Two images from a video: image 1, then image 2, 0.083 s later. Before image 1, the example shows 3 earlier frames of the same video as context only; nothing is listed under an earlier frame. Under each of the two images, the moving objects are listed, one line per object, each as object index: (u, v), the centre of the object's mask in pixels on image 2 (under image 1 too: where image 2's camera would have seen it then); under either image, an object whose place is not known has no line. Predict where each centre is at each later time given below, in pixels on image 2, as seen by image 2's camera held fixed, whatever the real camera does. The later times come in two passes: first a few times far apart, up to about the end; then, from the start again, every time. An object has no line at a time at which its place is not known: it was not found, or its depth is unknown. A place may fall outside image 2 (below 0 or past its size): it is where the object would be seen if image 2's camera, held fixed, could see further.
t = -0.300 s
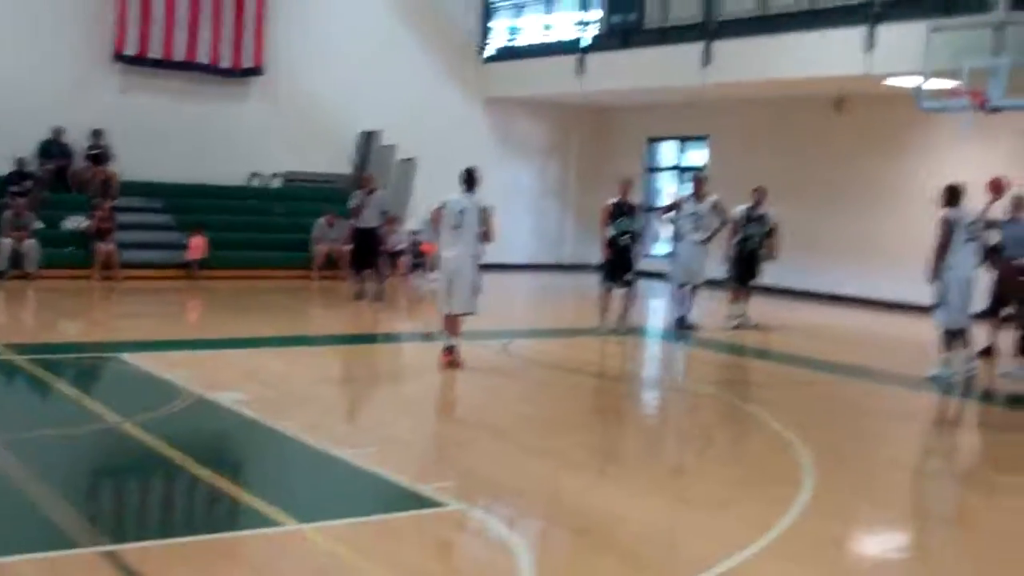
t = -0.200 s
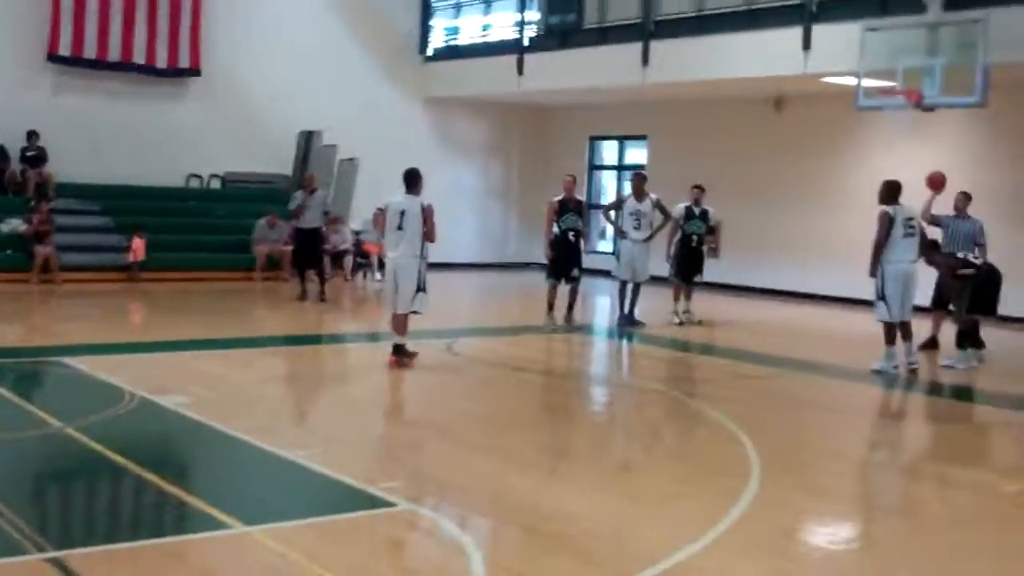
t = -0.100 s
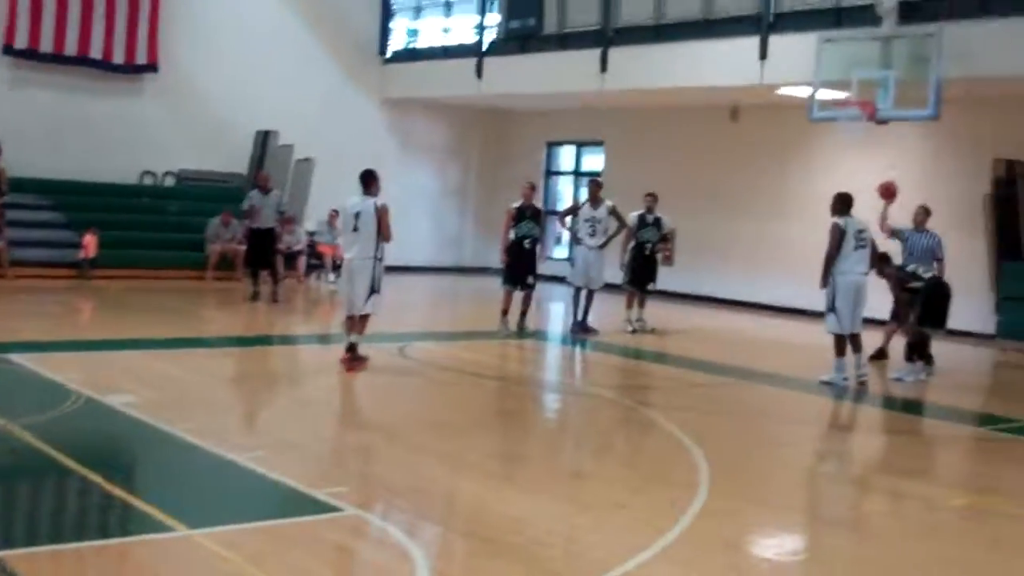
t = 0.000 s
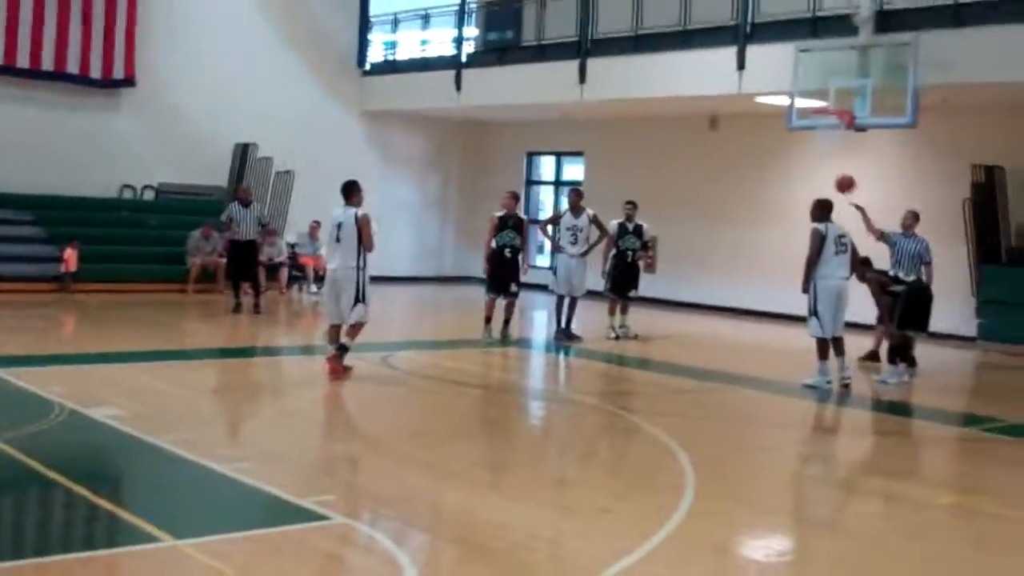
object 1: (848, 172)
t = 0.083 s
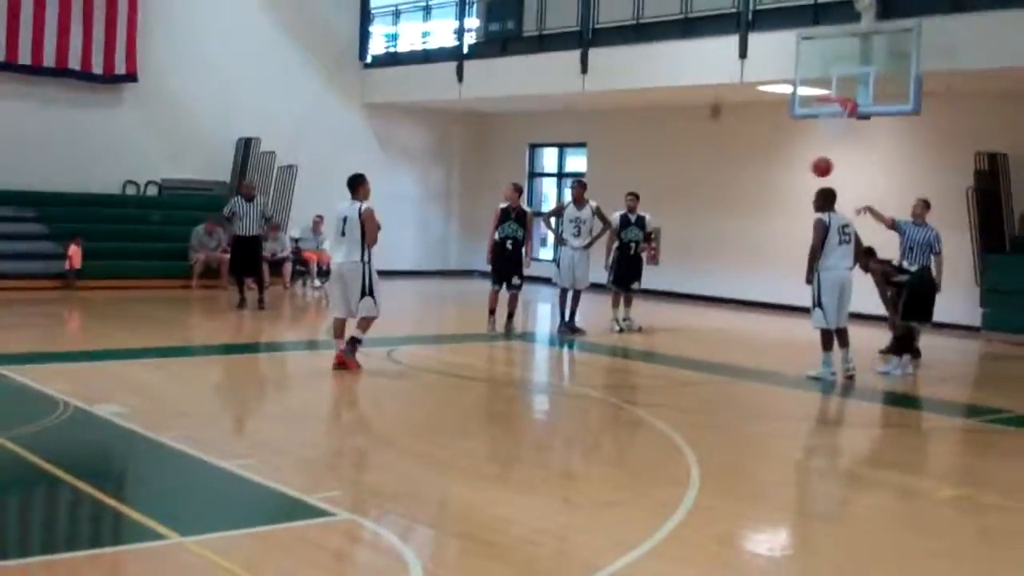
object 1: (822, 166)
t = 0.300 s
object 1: (747, 180)
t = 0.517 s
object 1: (670, 235)
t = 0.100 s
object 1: (816, 165)
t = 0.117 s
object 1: (811, 166)
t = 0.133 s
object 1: (805, 165)
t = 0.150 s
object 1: (799, 166)
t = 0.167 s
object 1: (794, 167)
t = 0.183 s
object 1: (788, 168)
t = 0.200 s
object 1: (782, 169)
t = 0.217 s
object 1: (777, 170)
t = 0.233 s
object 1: (771, 171)
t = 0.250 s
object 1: (764, 173)
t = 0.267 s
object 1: (758, 174)
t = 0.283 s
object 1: (752, 177)
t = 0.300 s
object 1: (747, 180)
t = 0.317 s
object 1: (741, 182)
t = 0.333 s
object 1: (736, 184)
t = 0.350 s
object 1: (730, 188)
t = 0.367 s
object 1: (725, 192)
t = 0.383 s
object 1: (718, 195)
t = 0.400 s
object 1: (712, 199)
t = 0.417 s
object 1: (705, 203)
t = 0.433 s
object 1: (699, 208)
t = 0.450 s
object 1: (693, 212)
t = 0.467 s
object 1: (687, 217)
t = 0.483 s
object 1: (682, 223)
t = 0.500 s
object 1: (676, 228)
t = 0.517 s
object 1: (670, 235)
